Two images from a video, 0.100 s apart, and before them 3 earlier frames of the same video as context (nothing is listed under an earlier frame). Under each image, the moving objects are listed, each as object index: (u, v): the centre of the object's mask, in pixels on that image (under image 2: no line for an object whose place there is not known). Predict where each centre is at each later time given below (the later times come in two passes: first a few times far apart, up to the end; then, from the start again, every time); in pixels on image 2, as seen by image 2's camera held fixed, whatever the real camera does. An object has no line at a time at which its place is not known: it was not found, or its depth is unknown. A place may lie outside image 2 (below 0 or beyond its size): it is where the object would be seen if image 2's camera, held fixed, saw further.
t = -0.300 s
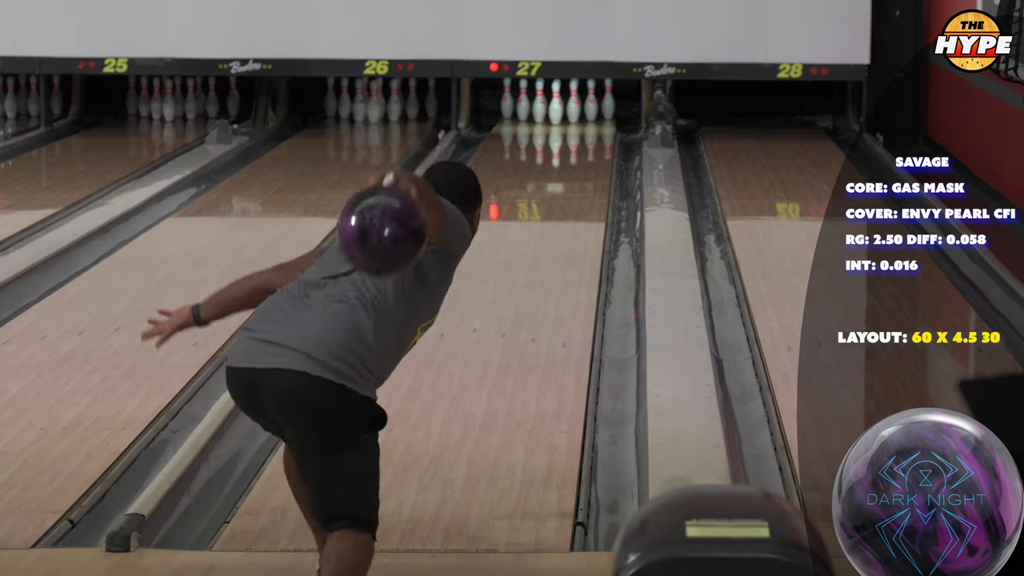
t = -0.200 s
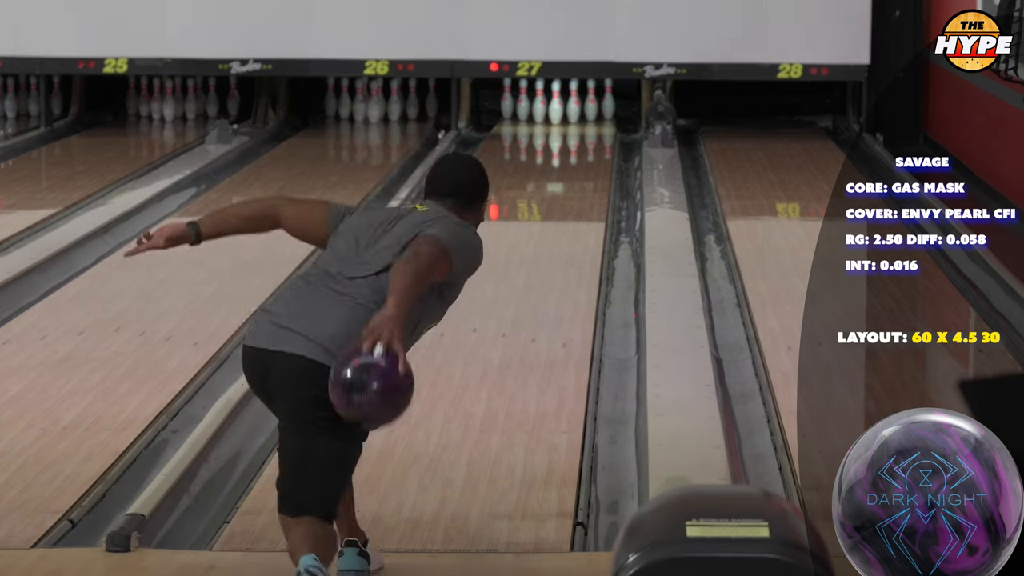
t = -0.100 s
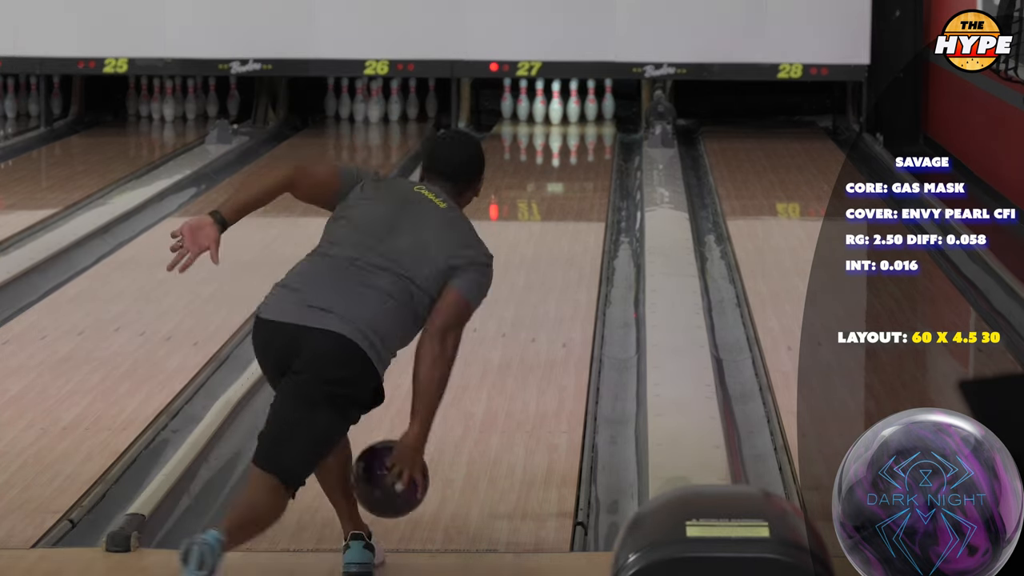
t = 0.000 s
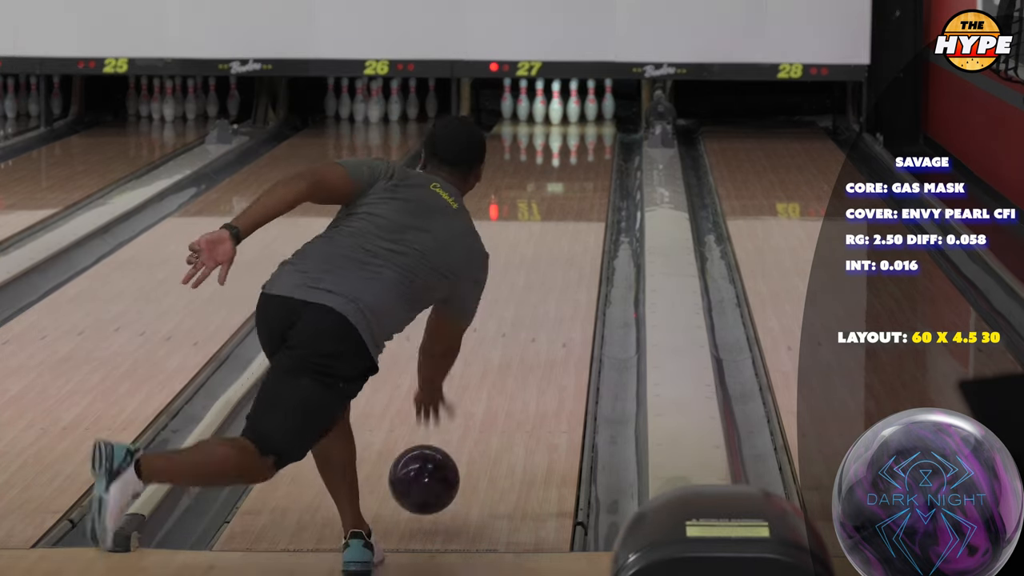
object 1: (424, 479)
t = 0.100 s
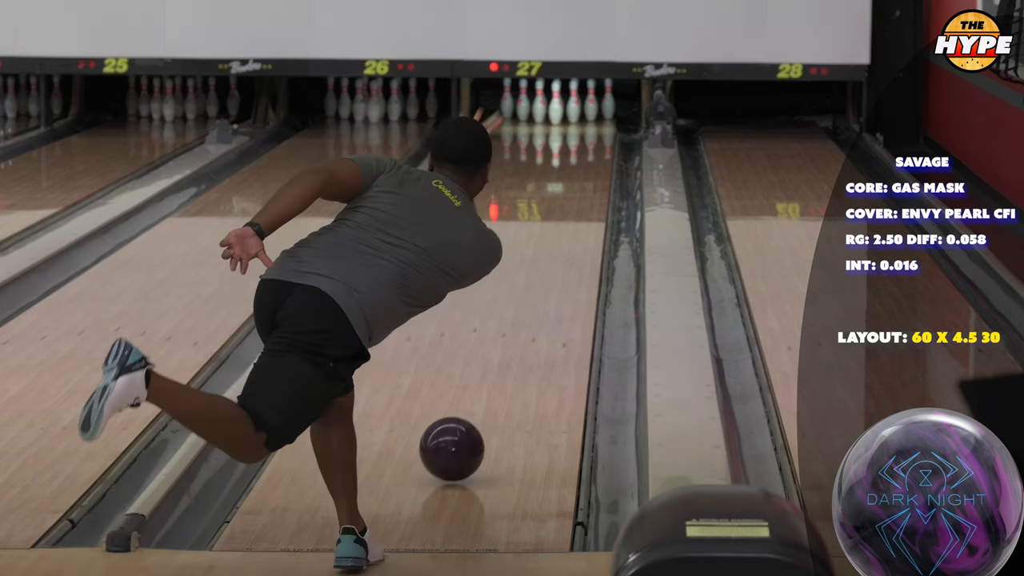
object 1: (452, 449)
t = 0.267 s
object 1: (488, 384)
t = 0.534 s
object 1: (530, 306)
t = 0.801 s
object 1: (559, 251)
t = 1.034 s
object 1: (576, 215)
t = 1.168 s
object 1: (583, 198)
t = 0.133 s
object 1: (460, 436)
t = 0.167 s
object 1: (467, 422)
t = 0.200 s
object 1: (475, 409)
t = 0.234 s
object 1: (481, 396)
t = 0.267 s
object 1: (488, 384)
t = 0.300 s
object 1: (494, 372)
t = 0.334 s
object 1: (500, 362)
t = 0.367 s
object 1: (506, 351)
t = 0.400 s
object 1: (511, 341)
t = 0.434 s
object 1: (516, 331)
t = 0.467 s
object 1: (521, 322)
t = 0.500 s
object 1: (526, 314)
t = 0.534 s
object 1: (530, 306)
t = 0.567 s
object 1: (534, 298)
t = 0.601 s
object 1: (538, 290)
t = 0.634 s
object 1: (542, 283)
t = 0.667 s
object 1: (546, 276)
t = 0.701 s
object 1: (549, 270)
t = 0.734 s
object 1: (553, 263)
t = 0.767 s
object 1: (556, 257)
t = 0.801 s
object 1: (559, 251)
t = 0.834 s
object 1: (562, 245)
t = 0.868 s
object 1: (565, 239)
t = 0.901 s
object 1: (567, 234)
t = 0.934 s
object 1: (570, 229)
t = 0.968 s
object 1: (572, 224)
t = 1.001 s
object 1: (574, 219)
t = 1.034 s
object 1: (576, 215)
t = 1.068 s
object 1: (578, 210)
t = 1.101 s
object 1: (580, 206)
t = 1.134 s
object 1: (581, 202)
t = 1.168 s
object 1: (583, 198)
